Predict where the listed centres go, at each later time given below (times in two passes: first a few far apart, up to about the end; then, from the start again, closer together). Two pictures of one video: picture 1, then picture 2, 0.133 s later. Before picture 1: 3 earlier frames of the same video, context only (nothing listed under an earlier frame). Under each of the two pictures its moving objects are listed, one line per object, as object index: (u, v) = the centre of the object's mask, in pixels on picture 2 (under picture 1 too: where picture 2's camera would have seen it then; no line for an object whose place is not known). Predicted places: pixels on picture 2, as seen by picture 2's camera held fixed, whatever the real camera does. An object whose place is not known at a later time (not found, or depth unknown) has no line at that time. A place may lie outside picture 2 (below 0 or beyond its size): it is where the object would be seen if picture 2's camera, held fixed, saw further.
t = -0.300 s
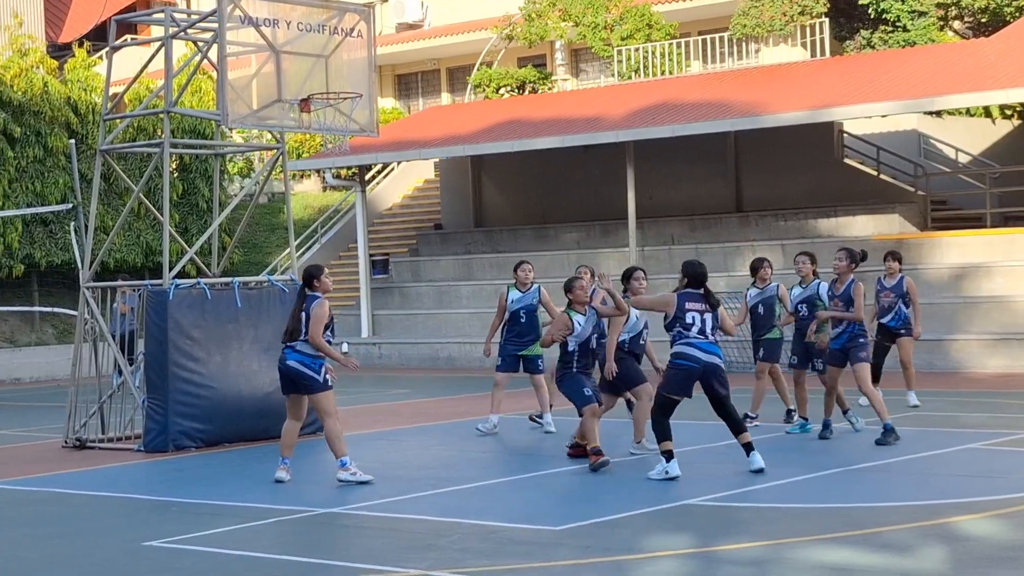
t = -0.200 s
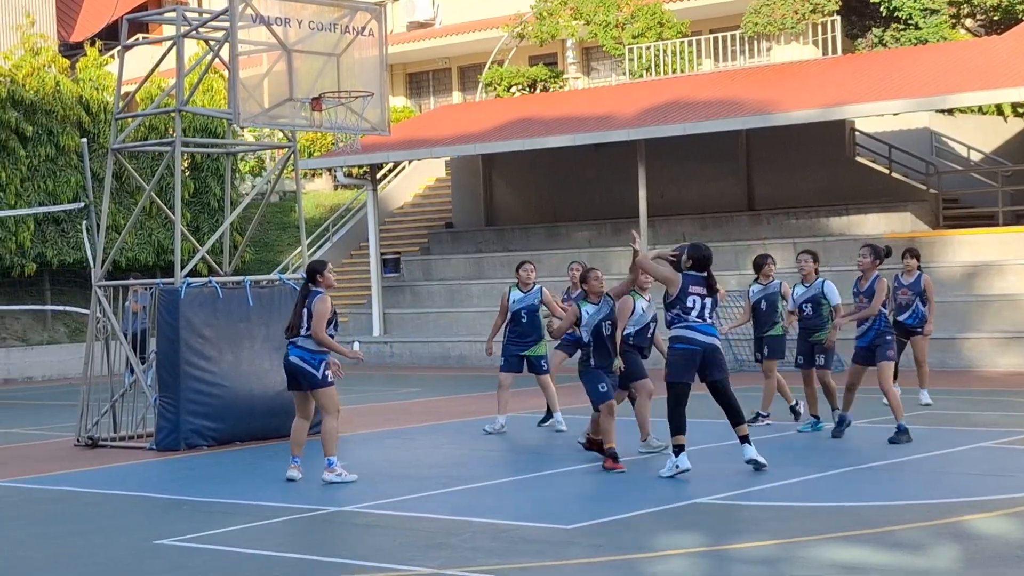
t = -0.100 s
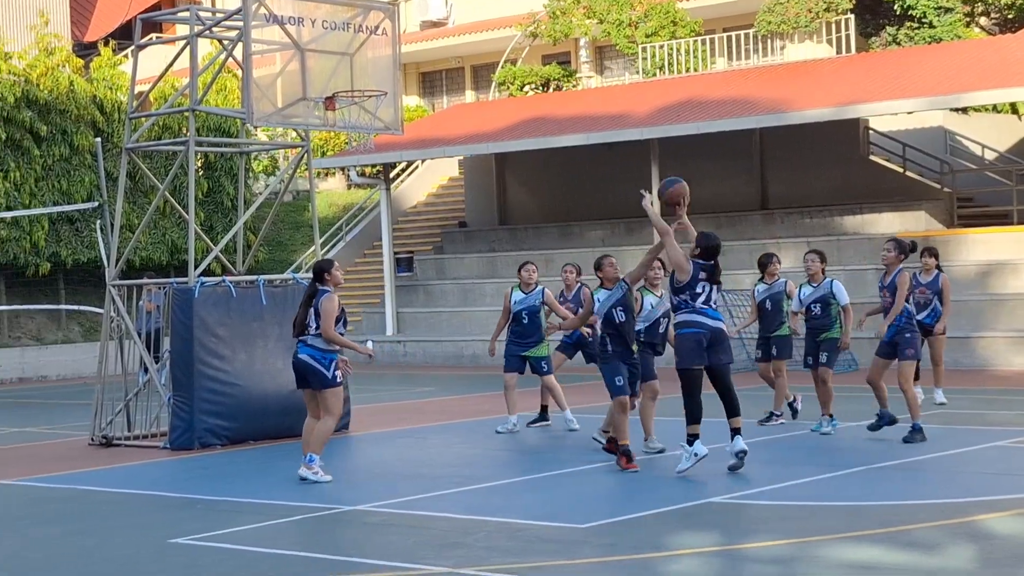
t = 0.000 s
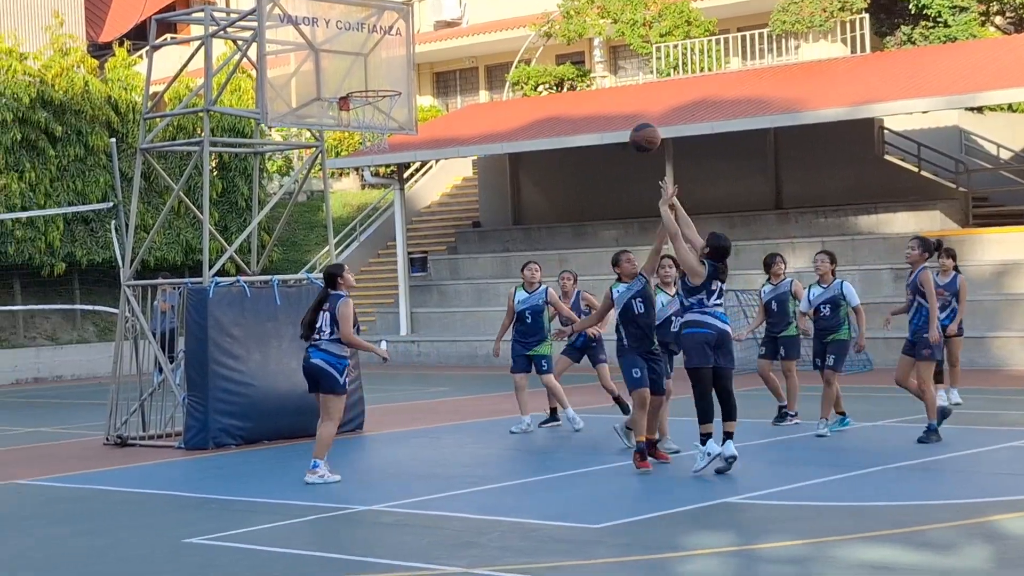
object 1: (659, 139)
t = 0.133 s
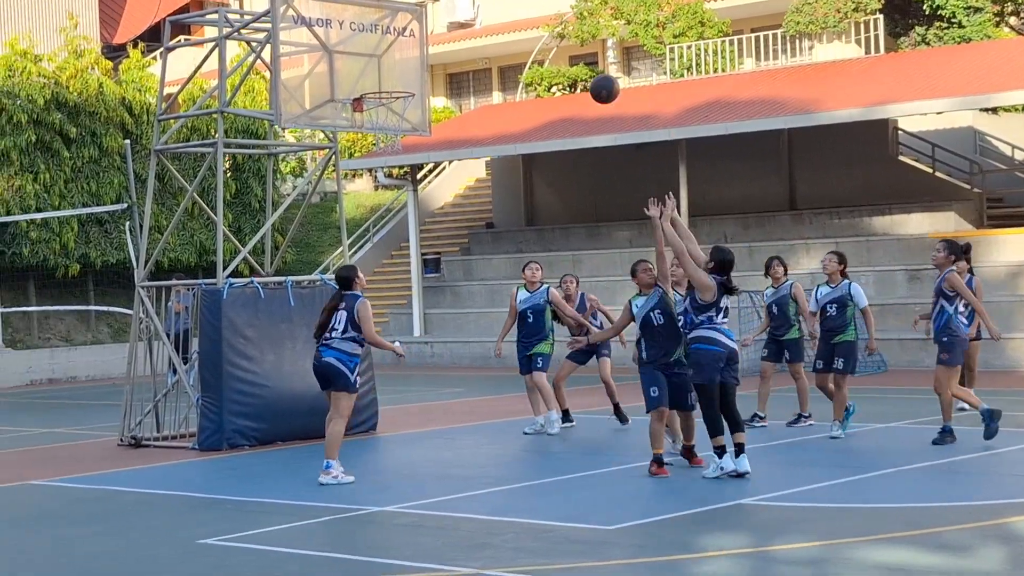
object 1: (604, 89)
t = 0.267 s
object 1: (555, 64)
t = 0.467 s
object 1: (487, 71)
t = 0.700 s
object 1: (417, 138)
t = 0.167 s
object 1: (592, 80)
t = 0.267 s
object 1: (555, 64)
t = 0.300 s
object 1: (543, 62)
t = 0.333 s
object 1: (532, 61)
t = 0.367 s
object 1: (520, 62)
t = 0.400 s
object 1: (510, 64)
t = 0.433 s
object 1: (498, 67)
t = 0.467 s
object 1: (487, 71)
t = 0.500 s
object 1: (476, 78)
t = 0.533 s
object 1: (465, 85)
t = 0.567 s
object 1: (456, 93)
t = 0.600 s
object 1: (445, 102)
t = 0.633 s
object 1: (436, 113)
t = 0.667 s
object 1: (426, 125)
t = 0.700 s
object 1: (417, 138)
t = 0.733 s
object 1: (408, 152)
